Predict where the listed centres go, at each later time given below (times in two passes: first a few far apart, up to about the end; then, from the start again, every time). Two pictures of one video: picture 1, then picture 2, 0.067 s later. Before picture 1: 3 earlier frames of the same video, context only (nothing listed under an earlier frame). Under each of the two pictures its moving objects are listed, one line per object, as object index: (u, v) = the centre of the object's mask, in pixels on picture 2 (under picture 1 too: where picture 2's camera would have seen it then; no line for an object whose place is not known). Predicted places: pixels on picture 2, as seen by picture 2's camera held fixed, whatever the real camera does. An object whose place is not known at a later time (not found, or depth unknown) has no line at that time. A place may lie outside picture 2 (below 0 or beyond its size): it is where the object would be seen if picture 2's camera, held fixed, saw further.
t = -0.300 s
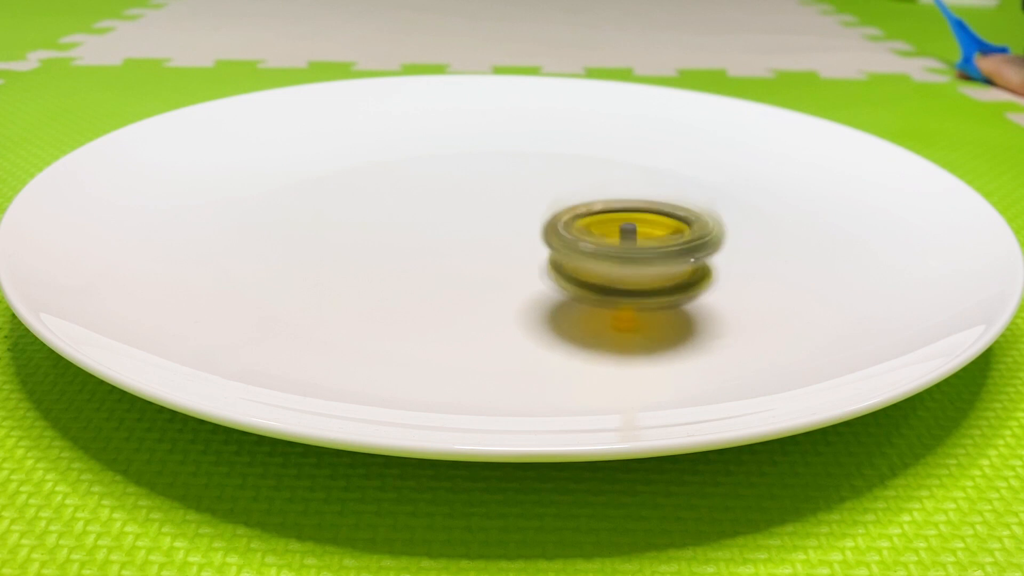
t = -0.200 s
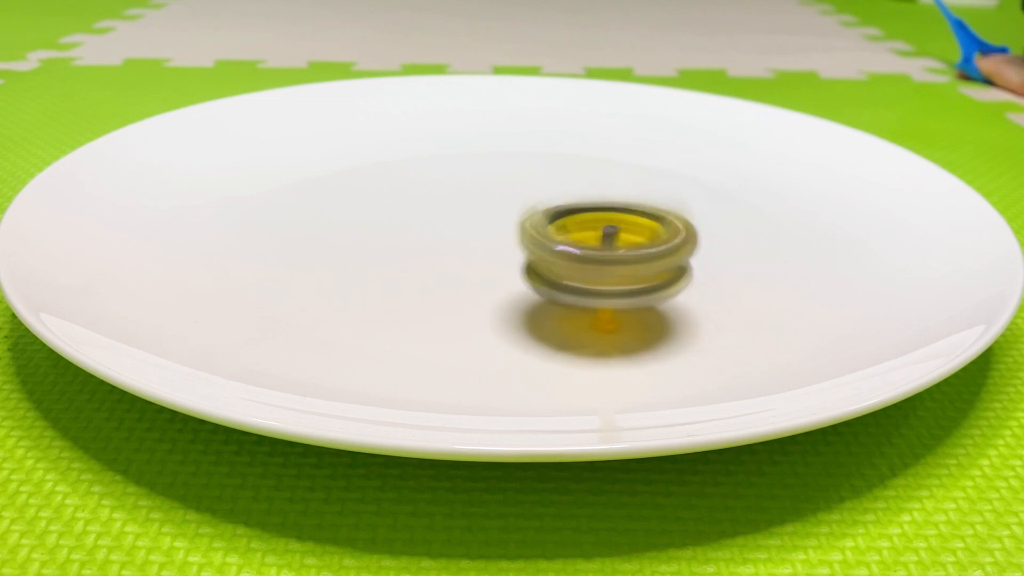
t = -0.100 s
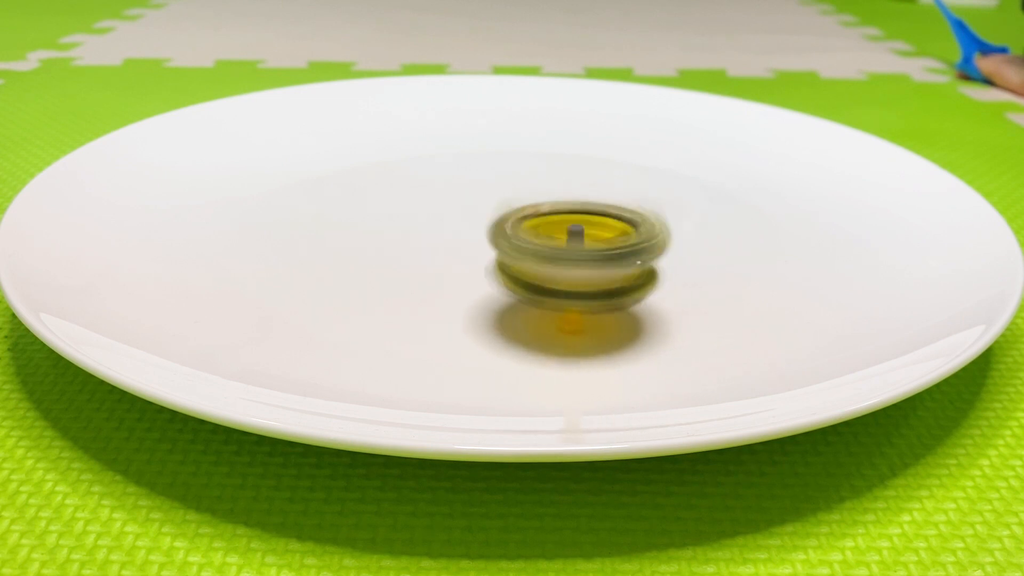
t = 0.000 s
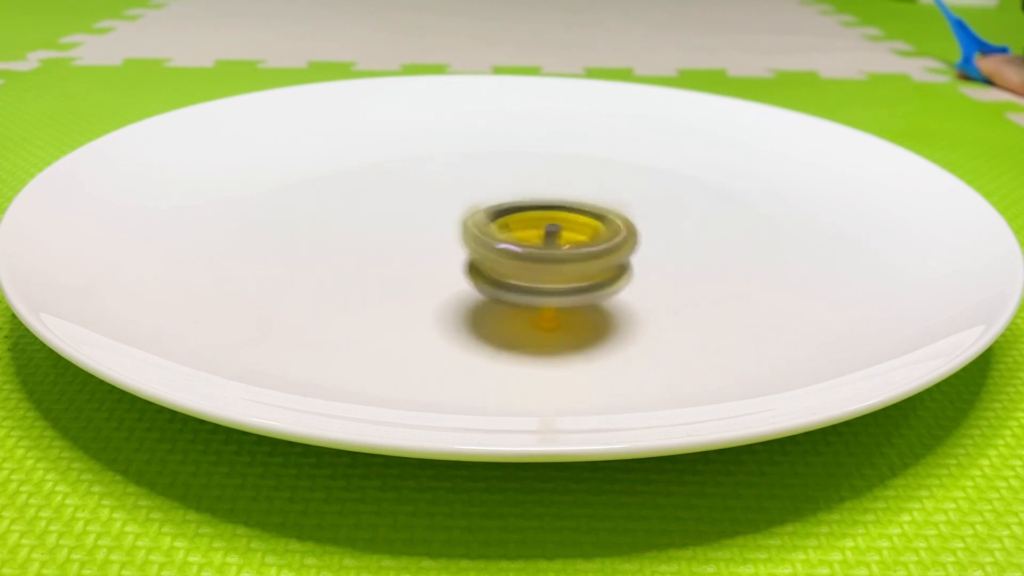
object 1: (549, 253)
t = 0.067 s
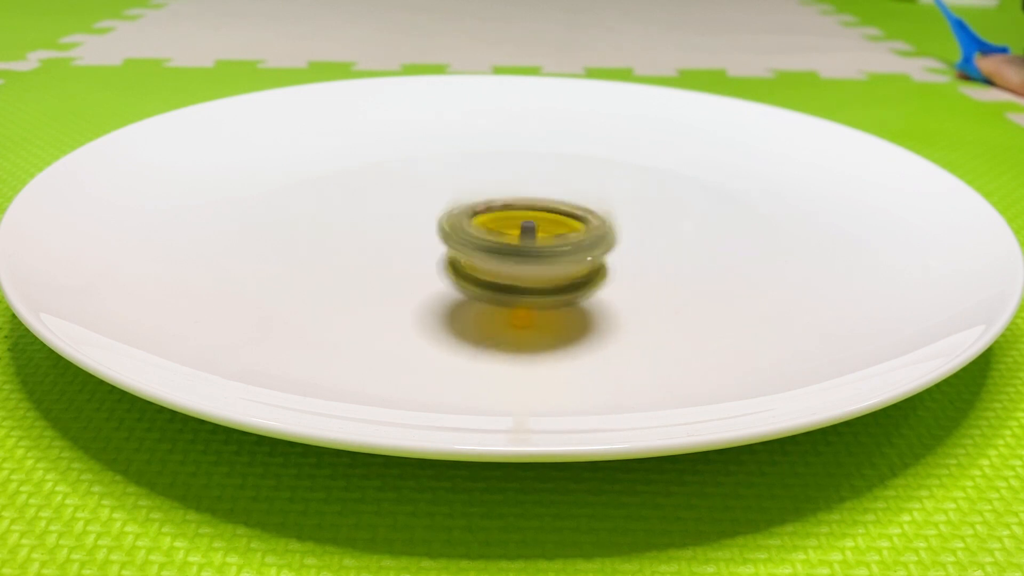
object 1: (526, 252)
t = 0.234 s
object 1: (476, 243)
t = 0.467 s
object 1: (426, 224)
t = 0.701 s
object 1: (402, 203)
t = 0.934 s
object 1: (405, 180)
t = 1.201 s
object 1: (431, 159)
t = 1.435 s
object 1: (467, 143)
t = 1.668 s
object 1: (507, 132)
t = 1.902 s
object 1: (547, 127)
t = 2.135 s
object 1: (588, 126)
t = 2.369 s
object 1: (623, 130)
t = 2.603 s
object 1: (648, 139)
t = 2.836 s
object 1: (665, 150)
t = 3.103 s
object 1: (663, 165)
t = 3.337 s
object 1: (635, 177)
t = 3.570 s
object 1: (589, 187)
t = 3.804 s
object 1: (525, 195)
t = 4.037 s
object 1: (454, 198)
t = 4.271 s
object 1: (393, 196)
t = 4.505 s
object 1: (358, 190)
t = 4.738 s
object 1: (353, 181)
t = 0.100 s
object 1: (517, 250)
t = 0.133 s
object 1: (507, 248)
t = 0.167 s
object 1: (498, 246)
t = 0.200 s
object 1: (487, 245)
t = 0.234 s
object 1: (476, 243)
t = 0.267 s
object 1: (468, 241)
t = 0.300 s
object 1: (460, 238)
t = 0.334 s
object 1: (453, 235)
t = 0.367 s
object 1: (445, 233)
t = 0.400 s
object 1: (437, 231)
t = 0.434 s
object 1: (432, 228)
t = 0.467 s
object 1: (426, 224)
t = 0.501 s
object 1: (420, 221)
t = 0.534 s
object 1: (415, 218)
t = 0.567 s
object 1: (411, 215)
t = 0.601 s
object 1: (409, 212)
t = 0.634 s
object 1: (407, 208)
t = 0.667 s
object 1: (405, 205)
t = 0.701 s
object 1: (402, 203)
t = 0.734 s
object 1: (403, 199)
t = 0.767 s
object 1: (403, 196)
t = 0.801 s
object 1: (402, 193)
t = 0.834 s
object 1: (401, 190)
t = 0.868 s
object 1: (402, 187)
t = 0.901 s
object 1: (404, 184)
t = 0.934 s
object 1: (405, 180)
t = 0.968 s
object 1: (406, 178)
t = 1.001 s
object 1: (408, 175)
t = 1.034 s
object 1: (412, 172)
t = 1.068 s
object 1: (415, 169)
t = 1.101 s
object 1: (417, 167)
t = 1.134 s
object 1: (422, 165)
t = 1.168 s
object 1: (427, 161)
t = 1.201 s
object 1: (431, 159)
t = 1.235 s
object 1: (436, 157)
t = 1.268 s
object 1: (441, 155)
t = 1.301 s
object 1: (446, 151)
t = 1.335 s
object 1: (450, 149)
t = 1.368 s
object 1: (455, 147)
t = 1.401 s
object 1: (462, 144)
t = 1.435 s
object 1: (467, 143)
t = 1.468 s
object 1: (472, 142)
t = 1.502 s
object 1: (477, 140)
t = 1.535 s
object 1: (484, 138)
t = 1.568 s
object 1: (489, 136)
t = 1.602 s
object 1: (495, 135)
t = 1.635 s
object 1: (502, 134)
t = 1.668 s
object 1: (507, 132)
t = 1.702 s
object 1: (513, 132)
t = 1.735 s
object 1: (519, 130)
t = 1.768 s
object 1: (526, 129)
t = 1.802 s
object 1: (530, 129)
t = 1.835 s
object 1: (536, 128)
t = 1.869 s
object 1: (543, 127)
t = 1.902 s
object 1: (547, 127)
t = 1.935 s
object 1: (553, 126)
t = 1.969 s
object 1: (560, 125)
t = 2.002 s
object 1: (565, 126)
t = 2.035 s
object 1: (571, 126)
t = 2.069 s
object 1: (578, 125)
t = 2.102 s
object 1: (582, 125)
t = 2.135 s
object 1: (588, 126)
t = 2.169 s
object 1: (594, 126)
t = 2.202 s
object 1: (598, 126)
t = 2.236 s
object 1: (603, 128)
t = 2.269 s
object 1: (609, 128)
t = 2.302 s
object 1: (613, 129)
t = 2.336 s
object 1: (617, 130)
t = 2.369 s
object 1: (623, 130)
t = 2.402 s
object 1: (626, 132)
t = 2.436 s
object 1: (630, 133)
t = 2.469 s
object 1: (635, 133)
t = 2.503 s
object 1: (638, 135)
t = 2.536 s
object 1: (641, 136)
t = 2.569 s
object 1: (646, 137)
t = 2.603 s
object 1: (648, 139)
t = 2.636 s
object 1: (652, 140)
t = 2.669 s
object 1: (656, 142)
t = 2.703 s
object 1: (658, 144)
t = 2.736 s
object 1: (661, 145)
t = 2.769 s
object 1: (662, 147)
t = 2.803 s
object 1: (663, 149)
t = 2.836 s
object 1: (665, 150)
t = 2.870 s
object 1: (666, 152)
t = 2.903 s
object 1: (666, 154)
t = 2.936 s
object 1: (667, 156)
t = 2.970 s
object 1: (667, 157)
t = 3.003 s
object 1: (667, 160)
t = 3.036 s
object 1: (666, 161)
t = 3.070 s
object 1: (664, 163)
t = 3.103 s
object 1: (663, 165)
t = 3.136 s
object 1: (660, 166)
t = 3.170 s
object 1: (657, 168)
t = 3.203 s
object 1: (655, 169)
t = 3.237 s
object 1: (650, 172)
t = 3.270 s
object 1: (646, 173)
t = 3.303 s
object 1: (642, 175)
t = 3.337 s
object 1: (635, 177)
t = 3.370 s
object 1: (631, 178)
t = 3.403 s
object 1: (624, 181)
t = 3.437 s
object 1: (618, 182)
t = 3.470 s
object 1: (612, 183)
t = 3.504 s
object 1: (603, 185)
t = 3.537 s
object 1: (597, 186)
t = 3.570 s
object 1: (589, 187)
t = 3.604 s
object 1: (582, 188)
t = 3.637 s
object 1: (574, 189)
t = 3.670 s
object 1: (564, 191)
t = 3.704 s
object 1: (556, 191)
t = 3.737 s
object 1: (546, 193)
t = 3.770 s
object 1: (535, 194)
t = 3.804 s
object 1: (525, 195)
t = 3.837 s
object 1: (514, 196)
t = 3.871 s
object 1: (505, 196)
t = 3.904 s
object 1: (494, 198)
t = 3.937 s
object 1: (483, 197)
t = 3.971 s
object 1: (473, 198)
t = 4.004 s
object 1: (463, 198)
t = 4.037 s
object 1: (454, 198)
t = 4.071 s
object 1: (443, 199)
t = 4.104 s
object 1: (435, 197)
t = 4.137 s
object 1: (424, 199)
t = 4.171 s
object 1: (416, 197)
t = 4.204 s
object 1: (408, 197)
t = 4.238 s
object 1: (400, 197)
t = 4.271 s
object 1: (393, 196)
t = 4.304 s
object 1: (385, 196)
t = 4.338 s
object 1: (380, 194)
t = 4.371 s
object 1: (373, 195)
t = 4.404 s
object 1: (369, 193)
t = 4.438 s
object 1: (364, 193)
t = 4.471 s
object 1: (361, 191)
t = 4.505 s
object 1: (358, 190)
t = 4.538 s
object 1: (355, 189)
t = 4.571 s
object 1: (354, 187)
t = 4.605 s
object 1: (352, 186)
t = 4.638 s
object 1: (353, 184)
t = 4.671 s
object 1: (351, 184)
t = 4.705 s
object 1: (353, 181)
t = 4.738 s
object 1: (353, 181)
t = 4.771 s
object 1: (356, 178)
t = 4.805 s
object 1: (356, 178)
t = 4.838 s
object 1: (359, 176)
